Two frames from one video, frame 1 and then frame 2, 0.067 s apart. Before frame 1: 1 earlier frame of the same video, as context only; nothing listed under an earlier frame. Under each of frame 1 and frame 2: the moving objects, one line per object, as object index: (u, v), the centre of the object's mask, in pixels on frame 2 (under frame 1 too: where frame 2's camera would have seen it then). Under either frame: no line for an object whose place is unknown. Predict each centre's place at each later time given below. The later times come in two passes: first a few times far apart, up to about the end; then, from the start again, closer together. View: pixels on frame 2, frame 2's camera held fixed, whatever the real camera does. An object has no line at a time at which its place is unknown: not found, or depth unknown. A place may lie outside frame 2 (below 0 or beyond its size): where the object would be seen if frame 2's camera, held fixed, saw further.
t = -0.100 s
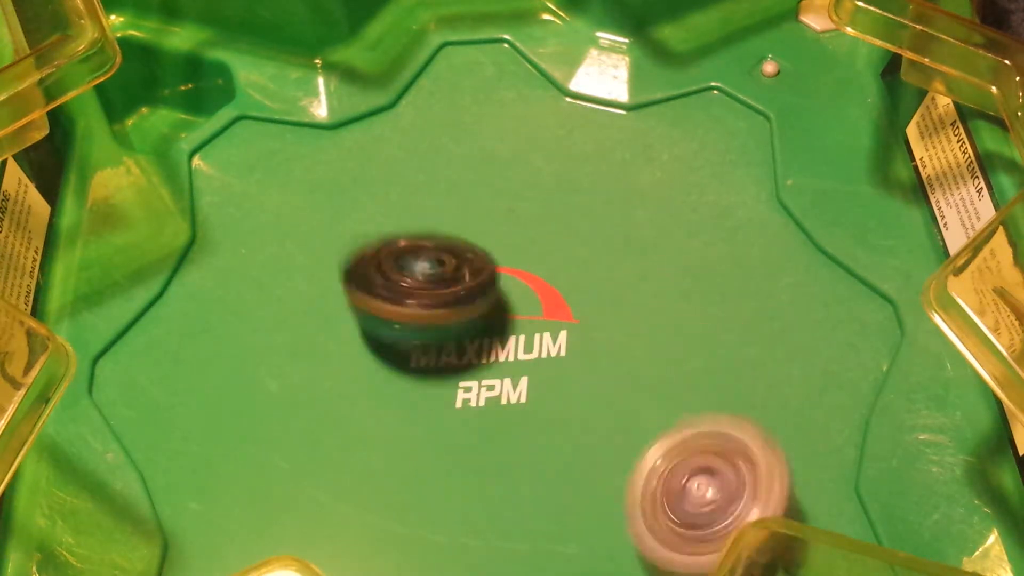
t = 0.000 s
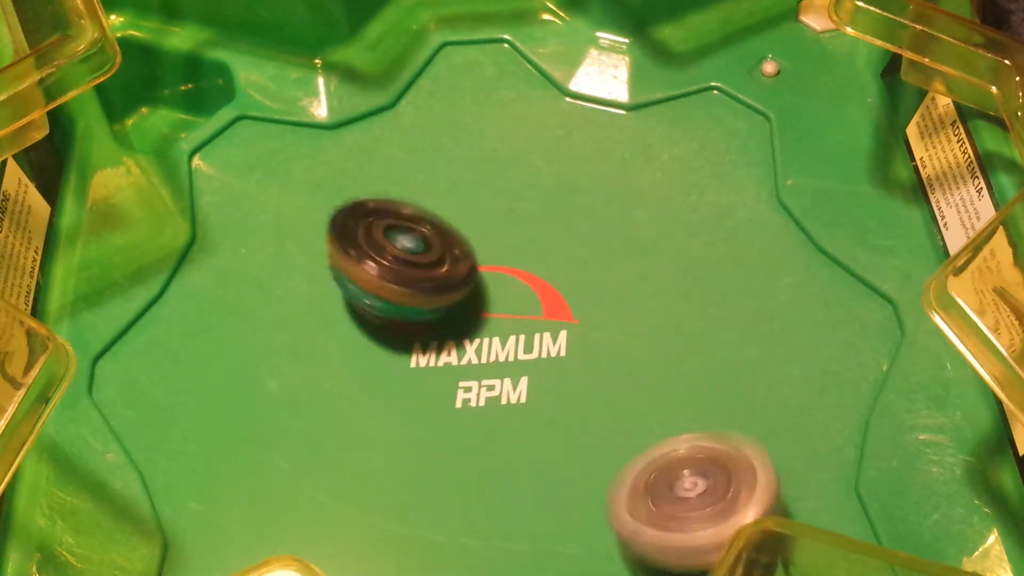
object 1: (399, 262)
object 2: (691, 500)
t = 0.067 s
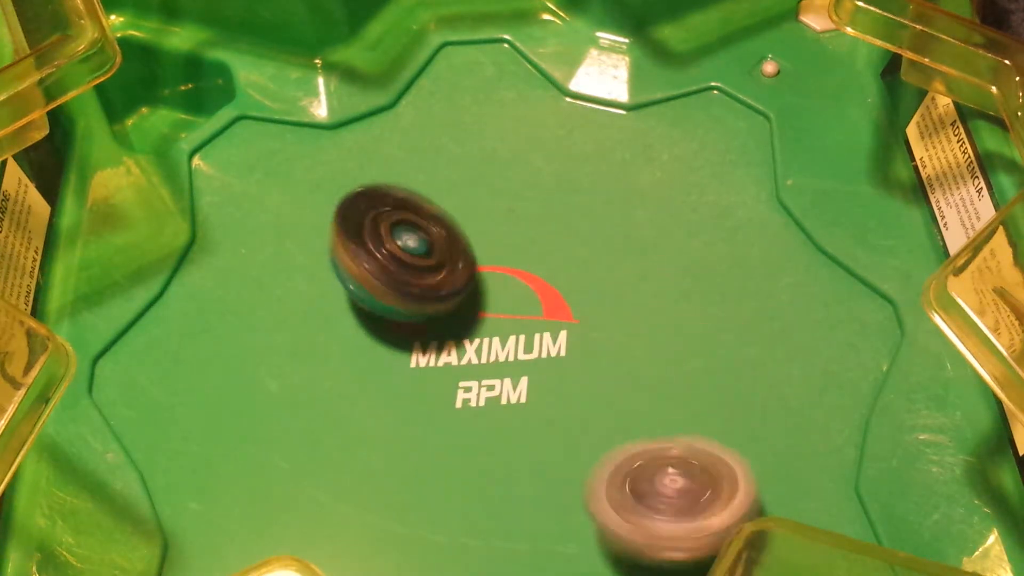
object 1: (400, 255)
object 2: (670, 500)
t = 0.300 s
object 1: (451, 298)
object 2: (617, 435)
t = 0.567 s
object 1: (461, 294)
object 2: (662, 393)
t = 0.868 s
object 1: (489, 267)
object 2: (585, 409)
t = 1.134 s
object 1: (504, 302)
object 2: (501, 457)
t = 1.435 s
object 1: (451, 341)
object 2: (501, 460)
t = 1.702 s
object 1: (479, 305)
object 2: (502, 456)
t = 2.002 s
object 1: (485, 303)
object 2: (502, 456)
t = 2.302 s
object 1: (492, 301)
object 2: (502, 456)
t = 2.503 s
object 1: (482, 303)
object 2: (502, 456)
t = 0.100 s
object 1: (406, 257)
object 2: (660, 496)
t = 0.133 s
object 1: (412, 262)
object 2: (650, 489)
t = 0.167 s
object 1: (420, 268)
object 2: (641, 480)
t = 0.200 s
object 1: (425, 275)
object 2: (633, 469)
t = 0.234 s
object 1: (433, 281)
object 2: (627, 459)
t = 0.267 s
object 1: (441, 297)
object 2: (621, 446)
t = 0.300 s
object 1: (451, 298)
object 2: (617, 435)
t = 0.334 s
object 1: (461, 304)
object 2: (613, 420)
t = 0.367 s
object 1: (479, 325)
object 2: (610, 406)
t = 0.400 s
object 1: (481, 311)
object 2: (625, 405)
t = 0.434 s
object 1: (478, 301)
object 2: (644, 411)
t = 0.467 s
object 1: (474, 301)
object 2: (655, 408)
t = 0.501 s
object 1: (470, 300)
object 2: (662, 408)
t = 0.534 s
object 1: (465, 299)
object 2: (662, 403)
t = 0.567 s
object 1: (461, 294)
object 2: (662, 393)
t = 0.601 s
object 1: (460, 294)
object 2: (655, 395)
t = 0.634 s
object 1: (460, 294)
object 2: (642, 396)
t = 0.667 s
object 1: (460, 292)
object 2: (628, 389)
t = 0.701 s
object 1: (465, 293)
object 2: (621, 381)
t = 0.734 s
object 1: (473, 290)
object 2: (612, 376)
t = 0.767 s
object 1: (479, 288)
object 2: (608, 362)
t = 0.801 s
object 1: (487, 289)
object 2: (597, 366)
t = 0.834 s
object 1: (488, 276)
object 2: (592, 390)
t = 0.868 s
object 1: (489, 267)
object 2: (585, 409)
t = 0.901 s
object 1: (490, 266)
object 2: (573, 424)
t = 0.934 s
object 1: (491, 266)
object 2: (556, 437)
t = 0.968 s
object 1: (488, 268)
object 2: (539, 444)
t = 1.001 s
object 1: (488, 272)
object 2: (526, 450)
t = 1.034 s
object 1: (488, 279)
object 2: (512, 456)
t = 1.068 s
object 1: (491, 284)
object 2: (502, 460)
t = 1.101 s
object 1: (499, 294)
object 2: (500, 460)
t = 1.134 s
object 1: (504, 302)
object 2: (501, 457)
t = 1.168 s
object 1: (498, 310)
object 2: (505, 452)
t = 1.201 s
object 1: (486, 317)
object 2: (507, 449)
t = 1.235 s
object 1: (477, 325)
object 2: (507, 448)
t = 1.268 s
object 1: (466, 340)
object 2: (505, 450)
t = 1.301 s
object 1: (460, 349)
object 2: (503, 450)
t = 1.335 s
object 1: (455, 349)
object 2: (504, 452)
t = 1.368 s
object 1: (451, 346)
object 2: (505, 454)
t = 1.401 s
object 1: (451, 345)
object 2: (503, 457)
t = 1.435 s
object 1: (451, 341)
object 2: (501, 460)
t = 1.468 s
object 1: (455, 331)
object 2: (501, 458)
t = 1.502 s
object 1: (459, 317)
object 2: (501, 457)
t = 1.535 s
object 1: (464, 310)
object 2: (502, 456)
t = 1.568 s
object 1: (468, 305)
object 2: (502, 456)
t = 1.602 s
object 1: (470, 303)
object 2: (502, 456)
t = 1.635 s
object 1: (472, 304)
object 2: (502, 456)
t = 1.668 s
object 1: (474, 305)
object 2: (502, 456)
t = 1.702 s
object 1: (479, 305)
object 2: (502, 456)
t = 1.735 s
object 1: (484, 304)
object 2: (502, 456)
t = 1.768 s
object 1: (489, 302)
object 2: (502, 456)
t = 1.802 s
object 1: (494, 300)
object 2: (502, 456)
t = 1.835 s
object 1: (496, 301)
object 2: (502, 456)
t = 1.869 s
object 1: (497, 300)
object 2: (502, 456)
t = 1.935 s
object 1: (495, 301)
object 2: (502, 456)
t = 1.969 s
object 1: (491, 302)
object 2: (502, 456)
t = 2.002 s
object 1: (485, 303)
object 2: (502, 456)
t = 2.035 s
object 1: (481, 304)
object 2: (502, 456)
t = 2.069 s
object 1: (478, 305)
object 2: (502, 456)
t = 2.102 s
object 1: (477, 305)
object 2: (502, 456)
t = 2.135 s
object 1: (477, 305)
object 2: (502, 456)
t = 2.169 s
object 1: (479, 305)
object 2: (502, 456)
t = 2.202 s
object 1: (482, 303)
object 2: (502, 456)
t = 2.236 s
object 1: (486, 302)
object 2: (502, 456)
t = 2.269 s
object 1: (490, 301)
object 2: (502, 456)
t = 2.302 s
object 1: (492, 301)
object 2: (502, 456)
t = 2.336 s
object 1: (493, 302)
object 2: (502, 456)
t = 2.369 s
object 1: (491, 302)
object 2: (502, 456)
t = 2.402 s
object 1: (487, 302)
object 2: (501, 456)
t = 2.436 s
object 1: (486, 302)
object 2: (502, 456)
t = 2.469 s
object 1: (484, 303)
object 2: (502, 456)
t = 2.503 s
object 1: (482, 303)
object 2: (502, 456)
